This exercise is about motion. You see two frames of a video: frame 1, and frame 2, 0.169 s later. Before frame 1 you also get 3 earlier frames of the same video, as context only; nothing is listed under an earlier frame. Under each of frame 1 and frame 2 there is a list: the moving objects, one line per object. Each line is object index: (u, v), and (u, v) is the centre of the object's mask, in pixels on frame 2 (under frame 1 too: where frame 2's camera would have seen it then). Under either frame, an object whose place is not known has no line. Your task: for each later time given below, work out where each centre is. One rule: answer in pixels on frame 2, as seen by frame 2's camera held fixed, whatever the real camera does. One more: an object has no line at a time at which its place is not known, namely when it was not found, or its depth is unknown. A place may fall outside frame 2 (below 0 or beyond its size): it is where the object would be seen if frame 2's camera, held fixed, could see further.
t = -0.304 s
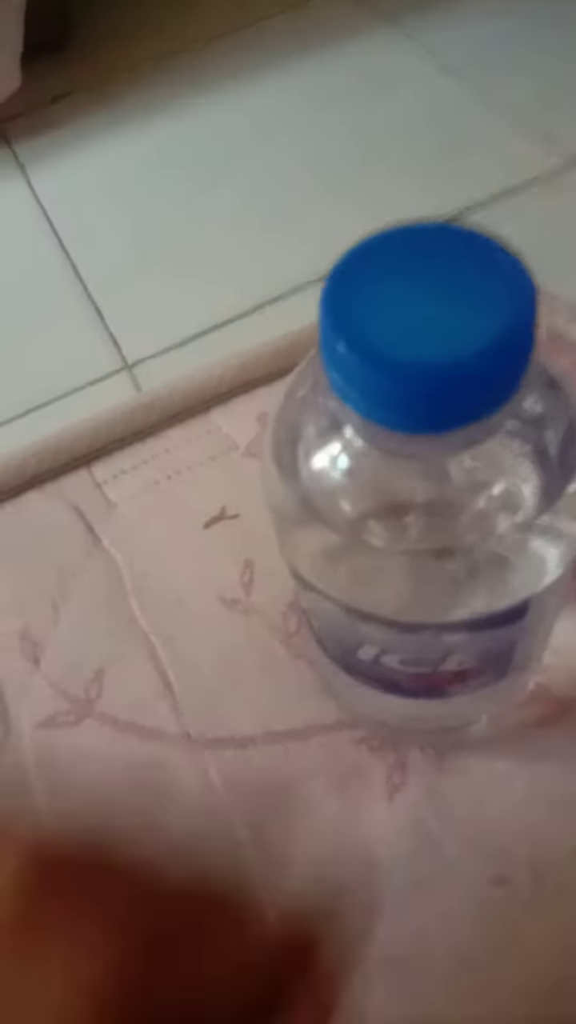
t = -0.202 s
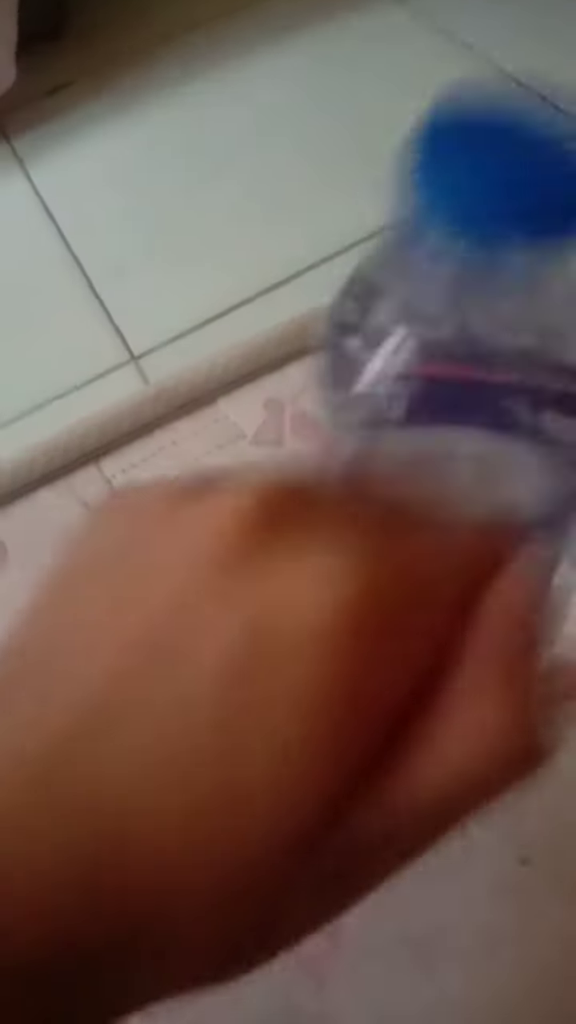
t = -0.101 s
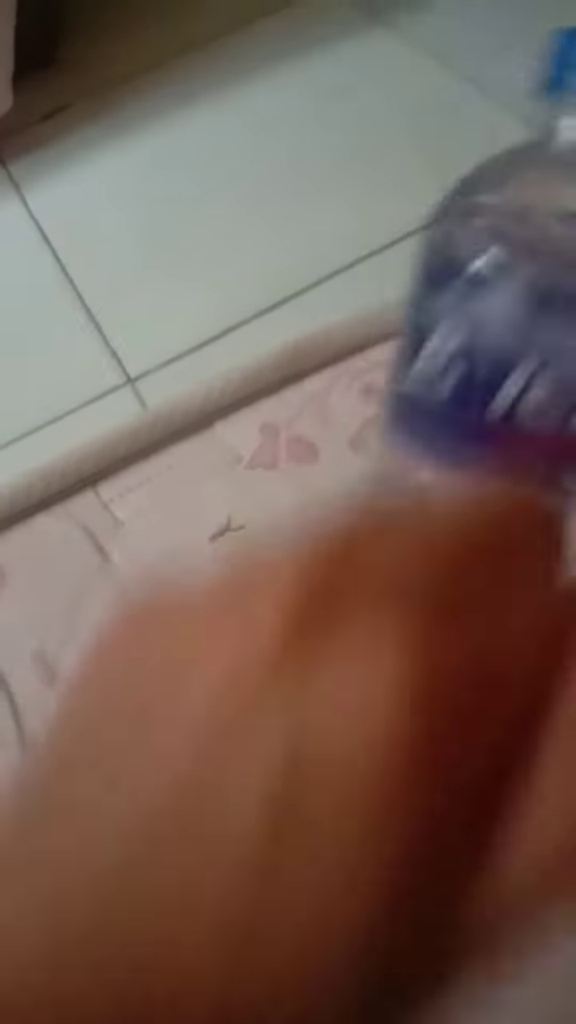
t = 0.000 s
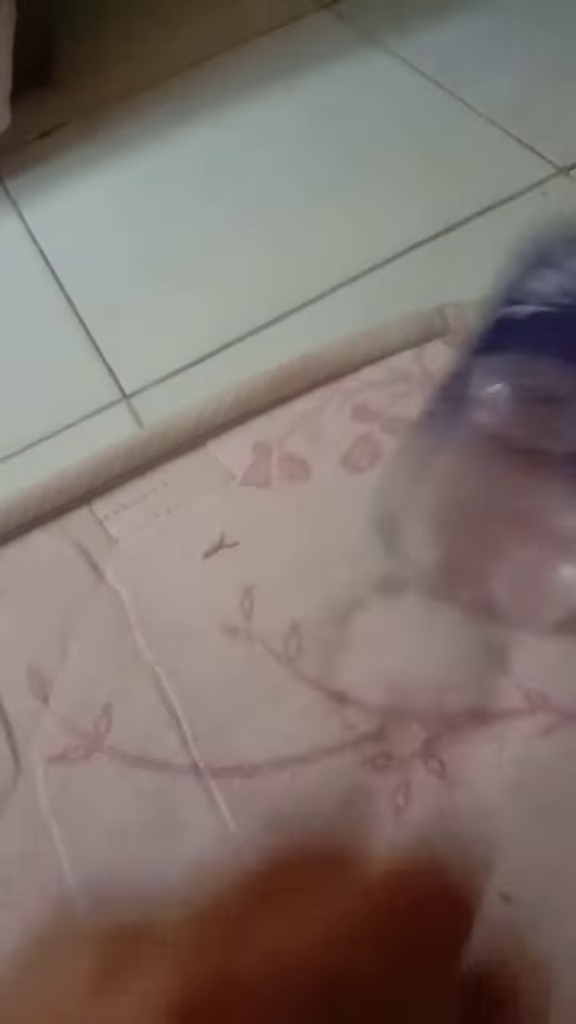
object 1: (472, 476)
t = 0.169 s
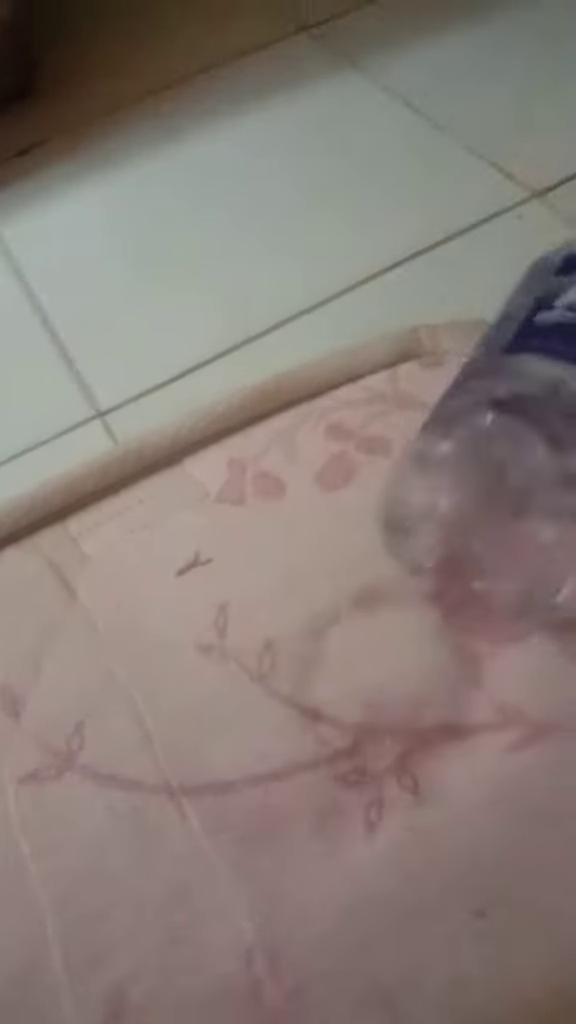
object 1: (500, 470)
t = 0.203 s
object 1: (512, 469)
